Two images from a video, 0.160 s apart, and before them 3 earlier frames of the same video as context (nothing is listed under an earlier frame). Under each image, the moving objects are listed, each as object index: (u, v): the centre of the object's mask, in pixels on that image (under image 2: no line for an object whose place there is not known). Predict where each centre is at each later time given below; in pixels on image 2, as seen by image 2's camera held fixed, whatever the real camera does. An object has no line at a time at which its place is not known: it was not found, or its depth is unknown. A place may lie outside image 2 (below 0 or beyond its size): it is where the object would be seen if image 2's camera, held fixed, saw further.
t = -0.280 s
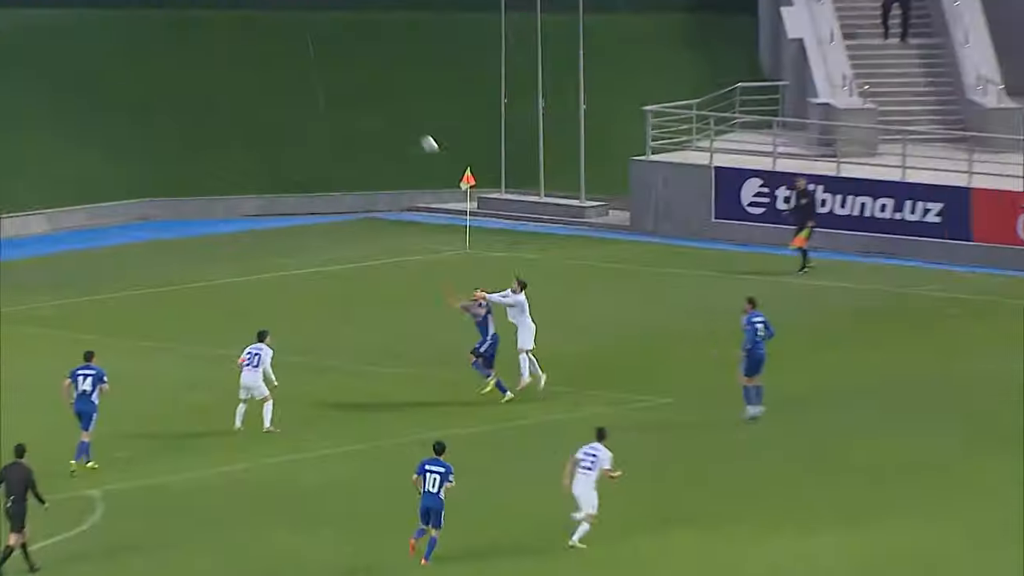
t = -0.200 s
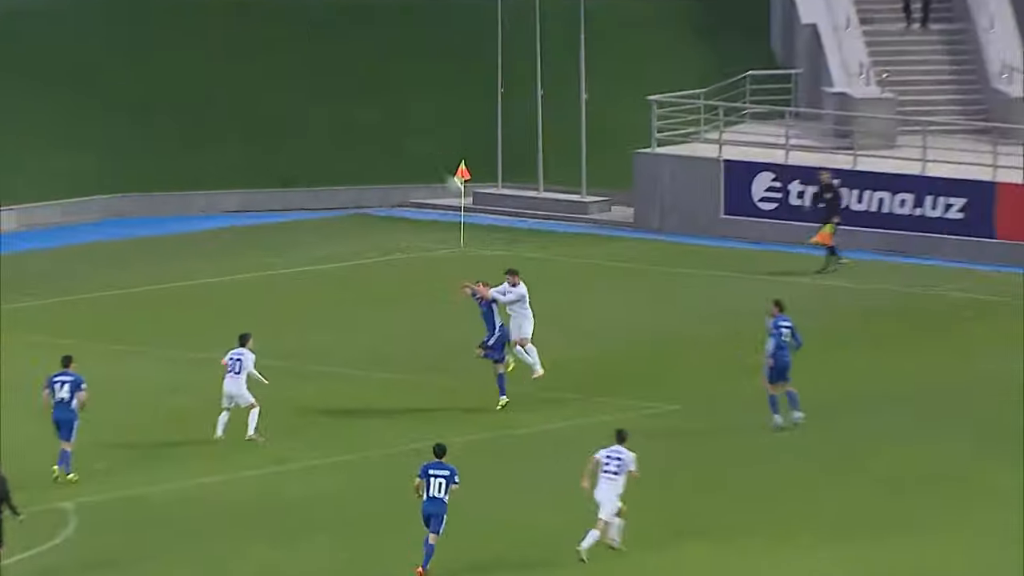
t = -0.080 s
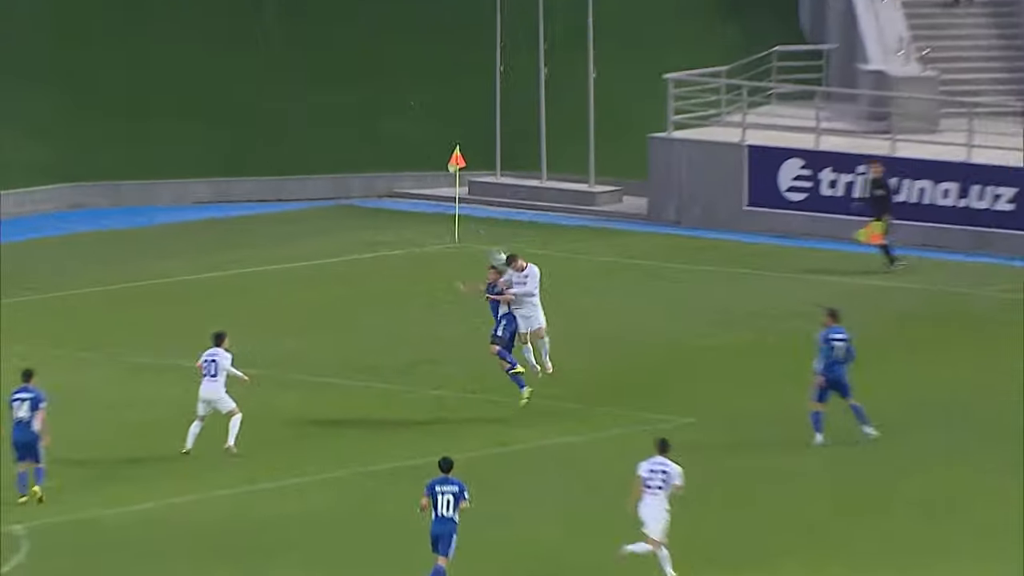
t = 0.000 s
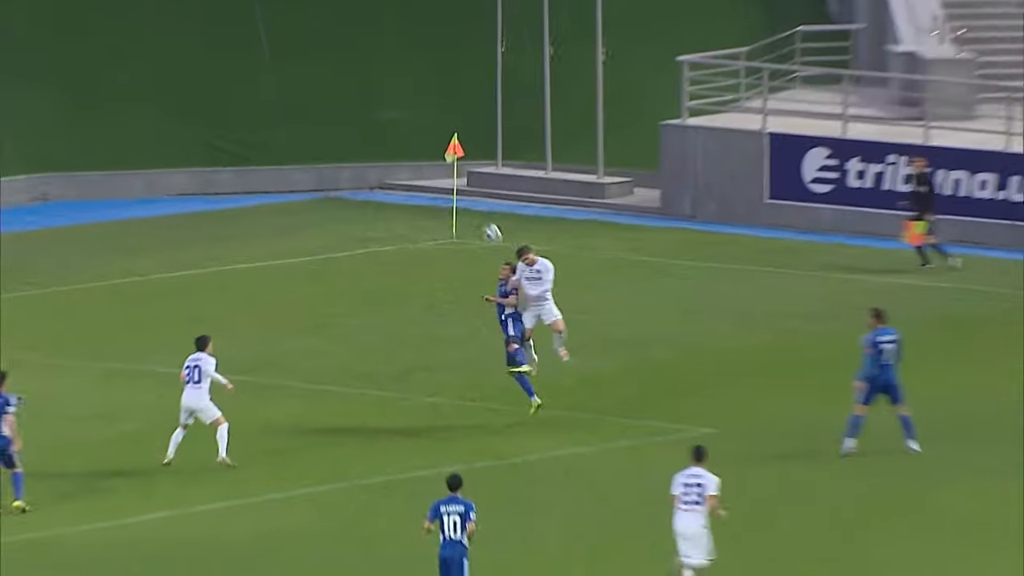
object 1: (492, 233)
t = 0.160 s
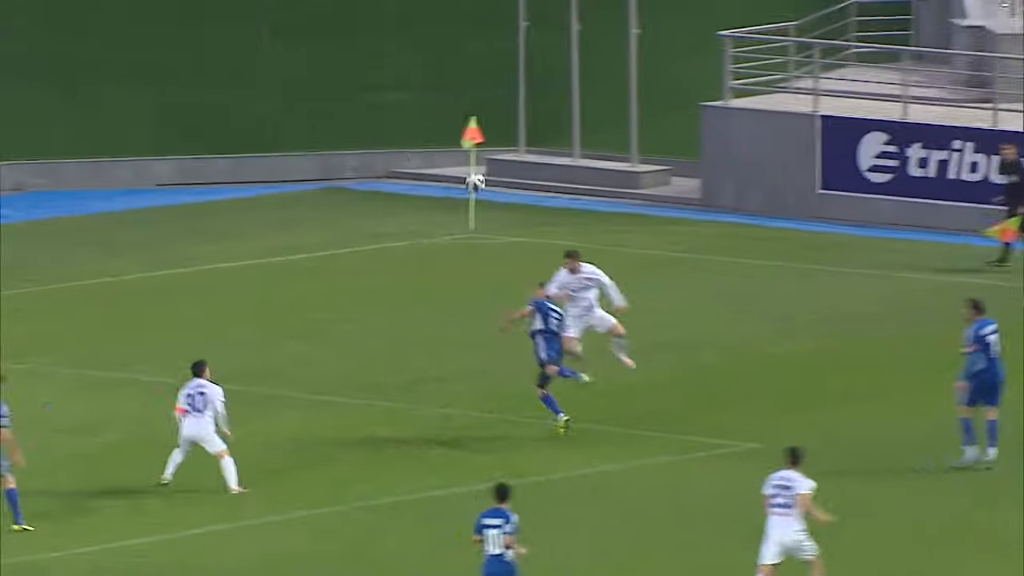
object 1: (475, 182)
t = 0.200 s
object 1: (468, 175)
